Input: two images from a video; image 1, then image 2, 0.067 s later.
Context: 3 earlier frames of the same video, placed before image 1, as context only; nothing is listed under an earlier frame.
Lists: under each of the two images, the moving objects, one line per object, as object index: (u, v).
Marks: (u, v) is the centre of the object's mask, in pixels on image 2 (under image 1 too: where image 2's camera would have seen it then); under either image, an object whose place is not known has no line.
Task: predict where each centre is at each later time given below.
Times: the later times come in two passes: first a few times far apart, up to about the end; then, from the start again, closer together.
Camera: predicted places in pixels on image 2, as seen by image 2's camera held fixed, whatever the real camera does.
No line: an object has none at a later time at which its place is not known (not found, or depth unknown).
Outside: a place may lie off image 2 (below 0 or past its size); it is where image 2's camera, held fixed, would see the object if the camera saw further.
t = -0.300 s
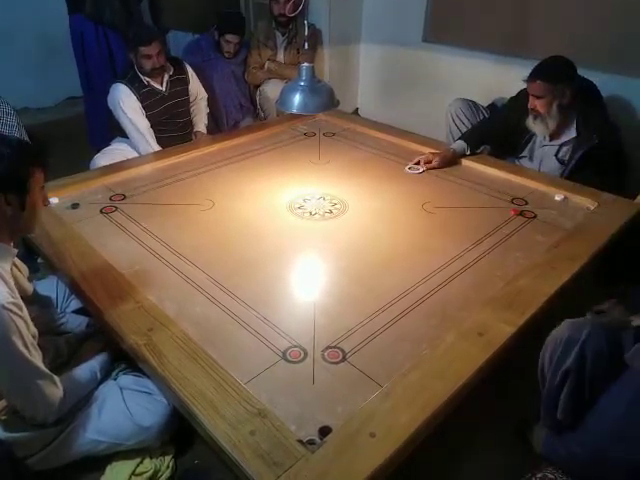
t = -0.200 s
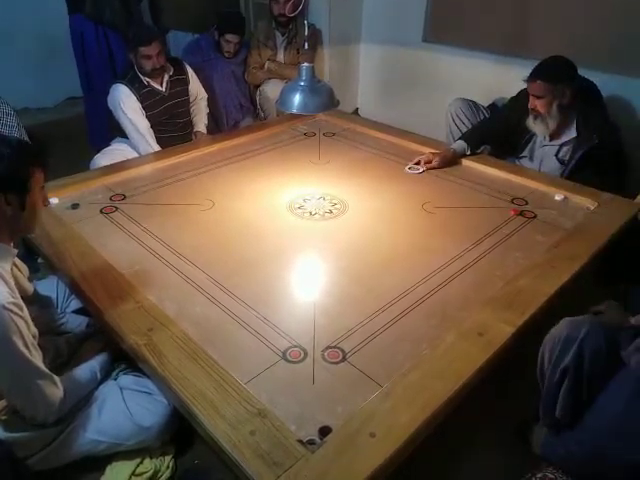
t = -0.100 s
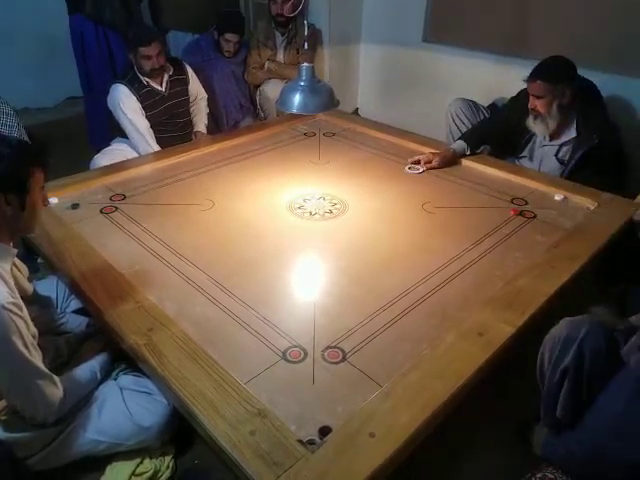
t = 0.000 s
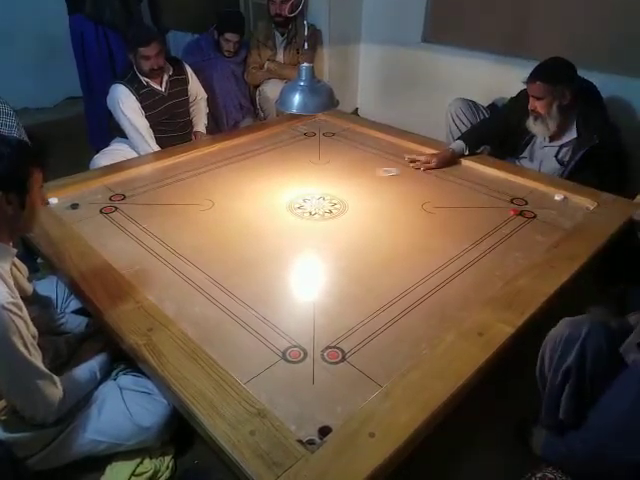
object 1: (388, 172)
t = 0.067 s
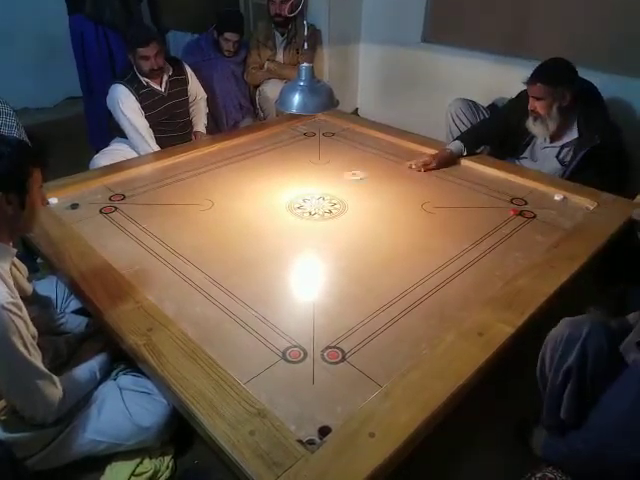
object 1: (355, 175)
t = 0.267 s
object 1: (261, 184)
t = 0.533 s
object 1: (144, 195)
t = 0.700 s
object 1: (80, 201)
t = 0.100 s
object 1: (340, 177)
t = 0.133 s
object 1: (323, 179)
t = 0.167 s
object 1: (308, 180)
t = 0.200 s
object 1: (292, 181)
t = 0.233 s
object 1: (276, 182)
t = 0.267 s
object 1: (261, 184)
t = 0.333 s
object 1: (231, 187)
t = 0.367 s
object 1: (217, 189)
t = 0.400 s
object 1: (203, 190)
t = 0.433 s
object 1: (187, 191)
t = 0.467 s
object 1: (172, 193)
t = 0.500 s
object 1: (158, 194)
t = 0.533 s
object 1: (144, 195)
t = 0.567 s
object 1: (131, 196)
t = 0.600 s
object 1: (116, 198)
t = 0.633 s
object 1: (102, 199)
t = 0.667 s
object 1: (91, 200)
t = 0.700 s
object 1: (80, 201)
